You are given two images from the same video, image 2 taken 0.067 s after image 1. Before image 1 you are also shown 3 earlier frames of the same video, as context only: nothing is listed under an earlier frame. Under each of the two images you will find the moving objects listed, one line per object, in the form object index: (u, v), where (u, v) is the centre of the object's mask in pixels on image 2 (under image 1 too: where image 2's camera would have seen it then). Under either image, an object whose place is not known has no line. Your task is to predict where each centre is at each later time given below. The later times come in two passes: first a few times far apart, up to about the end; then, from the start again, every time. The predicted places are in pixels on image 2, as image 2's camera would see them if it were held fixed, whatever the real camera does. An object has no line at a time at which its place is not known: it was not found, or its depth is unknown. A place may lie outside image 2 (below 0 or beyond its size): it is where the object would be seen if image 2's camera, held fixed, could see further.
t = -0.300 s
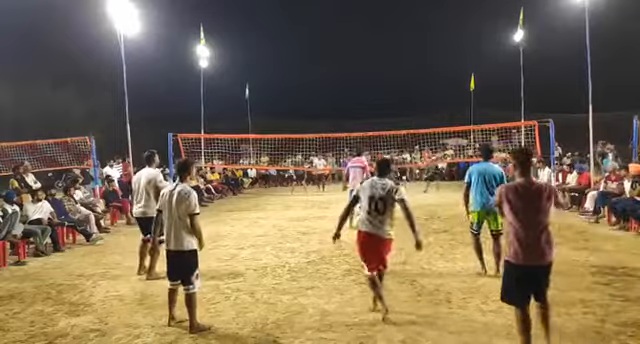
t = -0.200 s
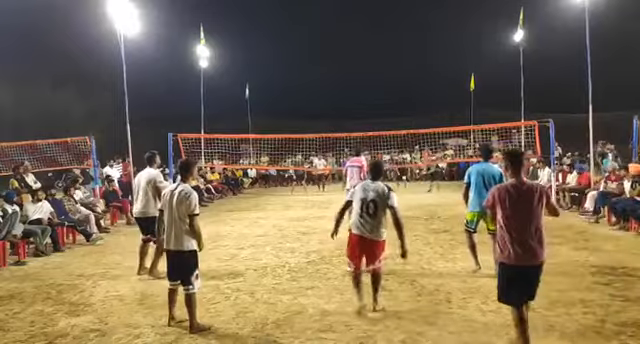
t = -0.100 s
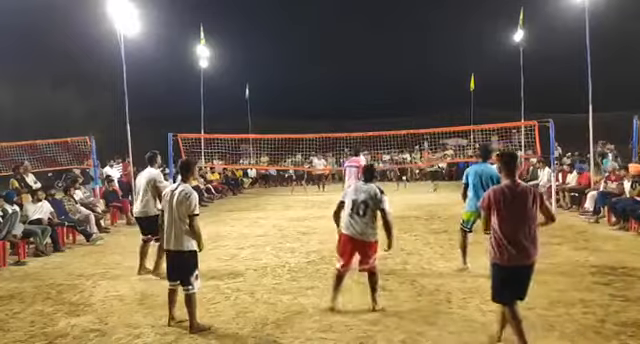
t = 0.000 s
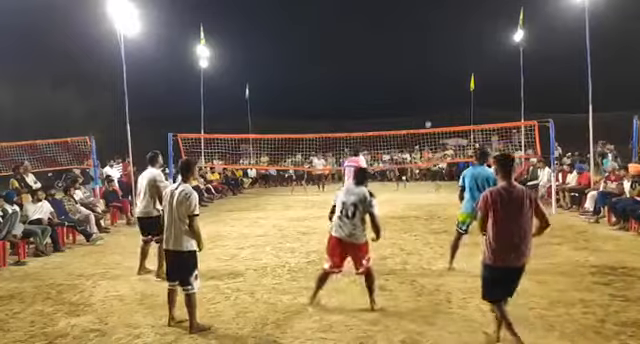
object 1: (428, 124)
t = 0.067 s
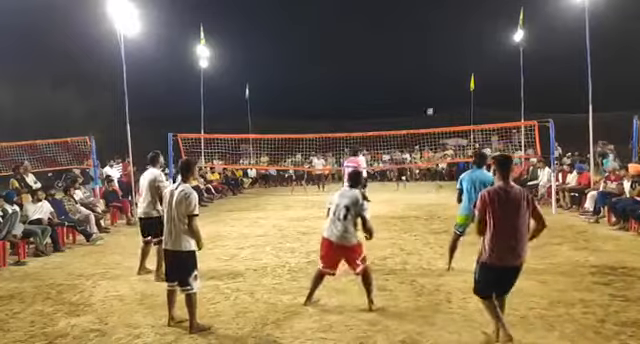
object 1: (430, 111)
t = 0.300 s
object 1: (437, 70)
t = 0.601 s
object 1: (452, 30)
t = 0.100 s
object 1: (430, 105)
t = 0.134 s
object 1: (431, 99)
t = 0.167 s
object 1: (432, 93)
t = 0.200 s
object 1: (433, 87)
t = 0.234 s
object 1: (434, 81)
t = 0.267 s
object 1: (435, 76)
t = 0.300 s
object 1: (437, 70)
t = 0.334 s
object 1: (438, 65)
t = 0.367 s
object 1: (440, 60)
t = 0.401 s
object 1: (441, 55)
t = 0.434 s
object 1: (443, 50)
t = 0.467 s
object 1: (444, 45)
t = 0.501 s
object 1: (446, 41)
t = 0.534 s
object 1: (448, 37)
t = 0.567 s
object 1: (450, 34)
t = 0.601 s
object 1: (452, 30)
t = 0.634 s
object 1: (454, 27)
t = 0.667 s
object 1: (457, 25)
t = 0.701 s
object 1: (459, 23)
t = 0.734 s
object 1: (462, 21)
